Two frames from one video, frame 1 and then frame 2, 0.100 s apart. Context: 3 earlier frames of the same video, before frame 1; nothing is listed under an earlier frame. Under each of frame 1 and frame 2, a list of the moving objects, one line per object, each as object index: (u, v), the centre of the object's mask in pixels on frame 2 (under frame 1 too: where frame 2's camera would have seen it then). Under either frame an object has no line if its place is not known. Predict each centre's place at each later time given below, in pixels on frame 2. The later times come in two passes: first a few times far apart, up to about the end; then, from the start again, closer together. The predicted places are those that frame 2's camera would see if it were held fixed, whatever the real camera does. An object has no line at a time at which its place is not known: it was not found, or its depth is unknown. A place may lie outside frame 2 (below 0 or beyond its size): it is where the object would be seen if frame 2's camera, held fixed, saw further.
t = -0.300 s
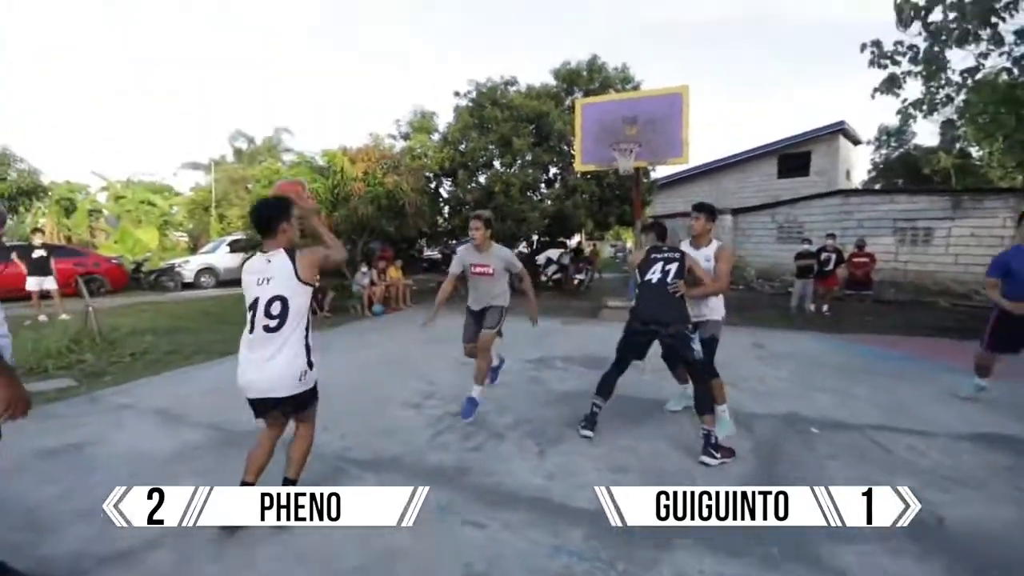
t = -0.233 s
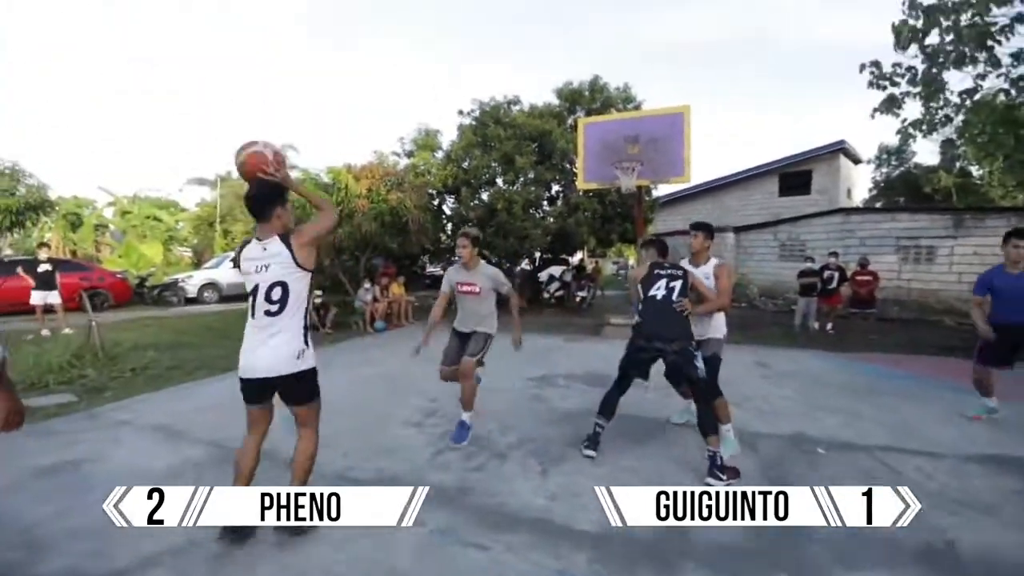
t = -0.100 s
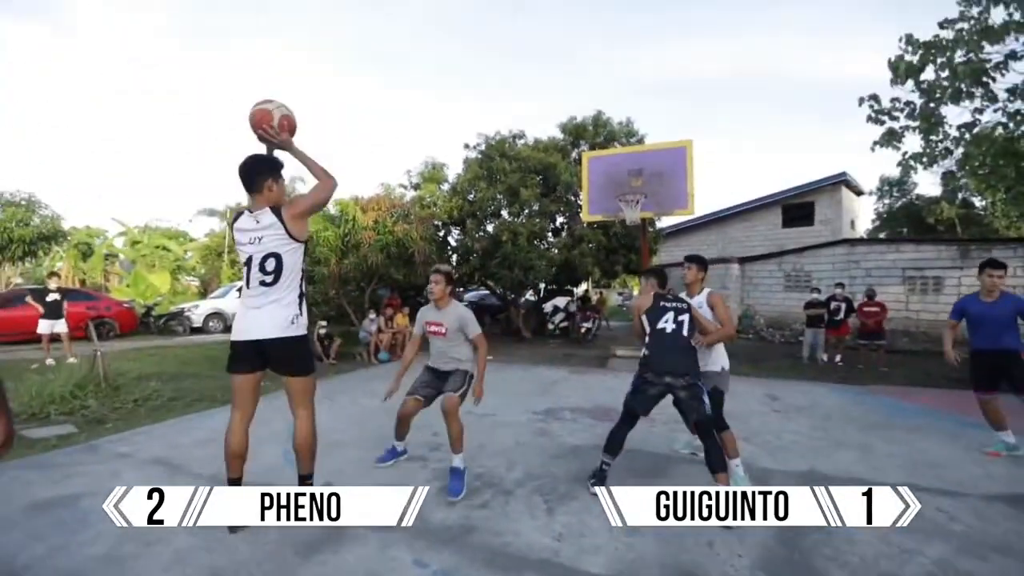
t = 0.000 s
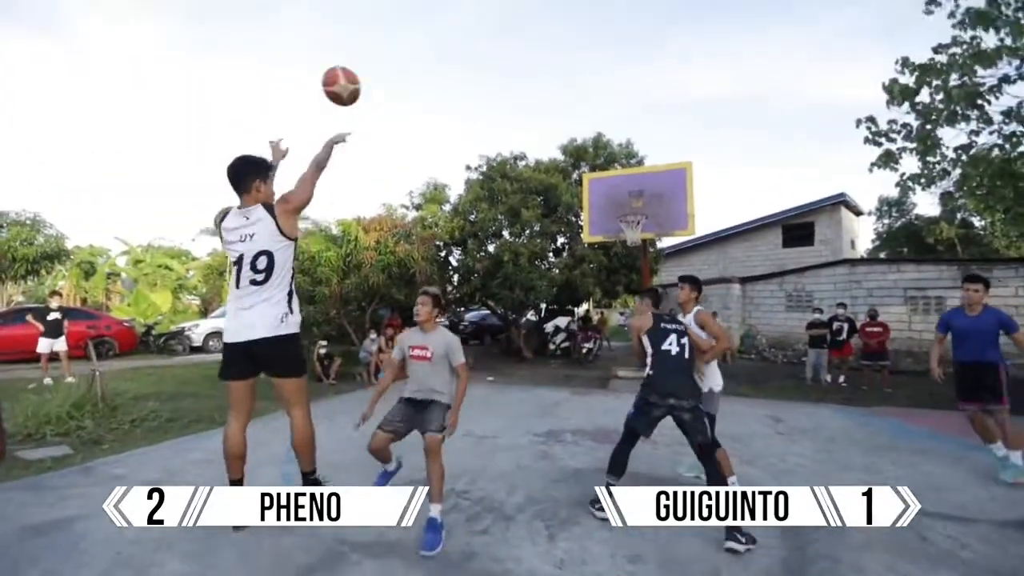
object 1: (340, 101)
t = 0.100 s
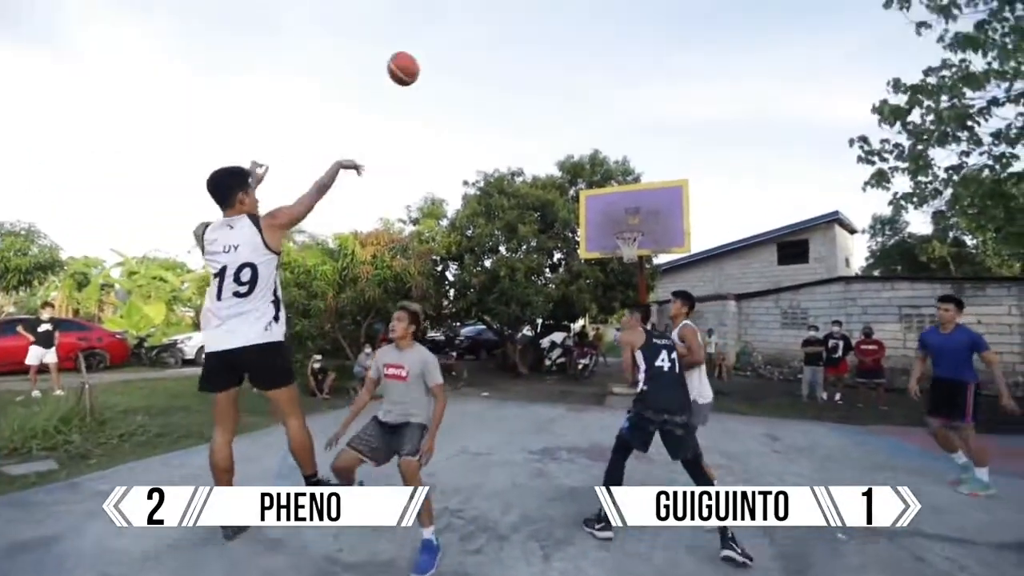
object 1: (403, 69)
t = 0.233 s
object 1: (463, 52)
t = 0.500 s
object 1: (538, 70)
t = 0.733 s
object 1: (581, 117)
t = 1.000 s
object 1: (616, 193)
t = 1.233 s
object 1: (632, 249)
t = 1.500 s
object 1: (630, 283)
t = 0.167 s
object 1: (436, 57)
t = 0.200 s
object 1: (450, 54)
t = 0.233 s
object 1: (463, 52)
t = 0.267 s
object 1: (475, 51)
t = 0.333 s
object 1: (496, 54)
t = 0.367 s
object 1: (506, 55)
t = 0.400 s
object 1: (515, 58)
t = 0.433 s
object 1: (523, 61)
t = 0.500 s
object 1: (538, 70)
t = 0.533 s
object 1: (545, 76)
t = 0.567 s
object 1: (552, 81)
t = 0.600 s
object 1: (559, 88)
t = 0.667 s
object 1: (570, 102)
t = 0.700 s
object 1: (576, 109)
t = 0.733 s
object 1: (581, 117)
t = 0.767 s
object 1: (586, 125)
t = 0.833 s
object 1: (595, 143)
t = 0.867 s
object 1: (600, 152)
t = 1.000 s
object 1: (616, 193)
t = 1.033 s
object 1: (621, 205)
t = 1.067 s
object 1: (625, 217)
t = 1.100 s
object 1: (632, 222)
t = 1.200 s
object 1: (633, 251)
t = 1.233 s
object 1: (632, 249)
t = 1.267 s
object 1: (632, 248)
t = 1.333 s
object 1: (630, 255)
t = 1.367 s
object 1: (630, 259)
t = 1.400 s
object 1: (630, 264)
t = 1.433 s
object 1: (630, 272)
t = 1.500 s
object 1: (630, 283)
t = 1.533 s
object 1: (629, 289)
